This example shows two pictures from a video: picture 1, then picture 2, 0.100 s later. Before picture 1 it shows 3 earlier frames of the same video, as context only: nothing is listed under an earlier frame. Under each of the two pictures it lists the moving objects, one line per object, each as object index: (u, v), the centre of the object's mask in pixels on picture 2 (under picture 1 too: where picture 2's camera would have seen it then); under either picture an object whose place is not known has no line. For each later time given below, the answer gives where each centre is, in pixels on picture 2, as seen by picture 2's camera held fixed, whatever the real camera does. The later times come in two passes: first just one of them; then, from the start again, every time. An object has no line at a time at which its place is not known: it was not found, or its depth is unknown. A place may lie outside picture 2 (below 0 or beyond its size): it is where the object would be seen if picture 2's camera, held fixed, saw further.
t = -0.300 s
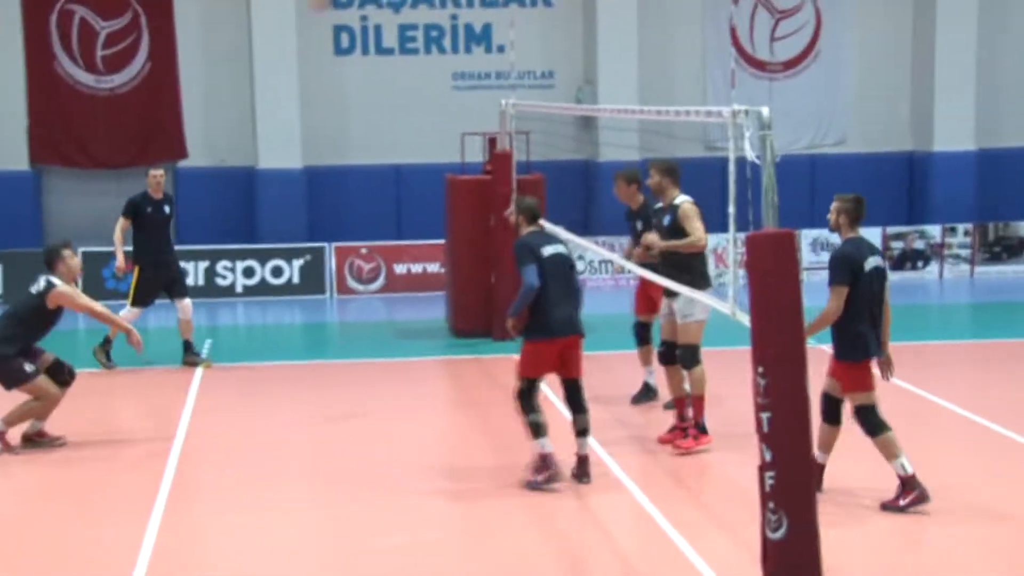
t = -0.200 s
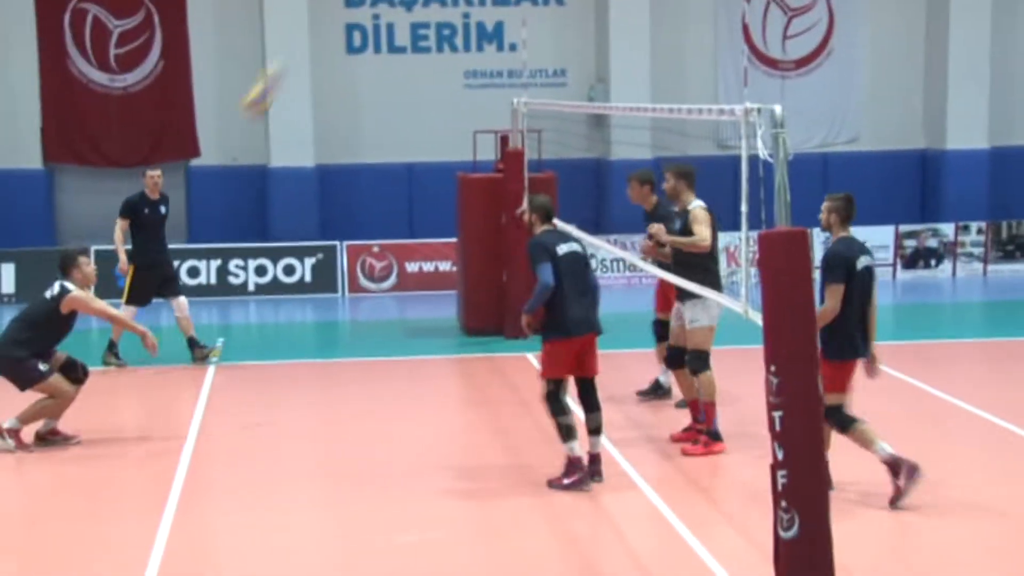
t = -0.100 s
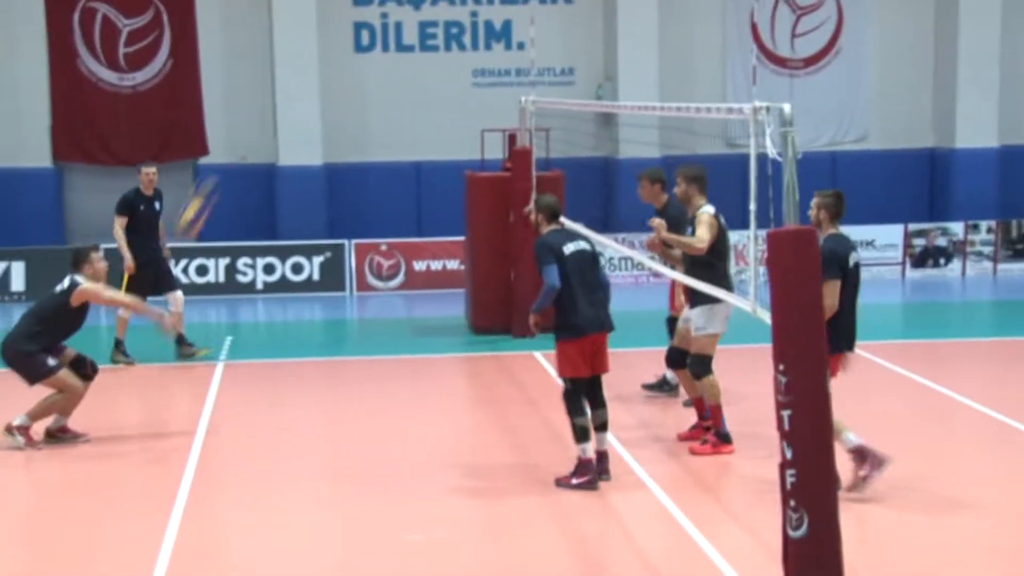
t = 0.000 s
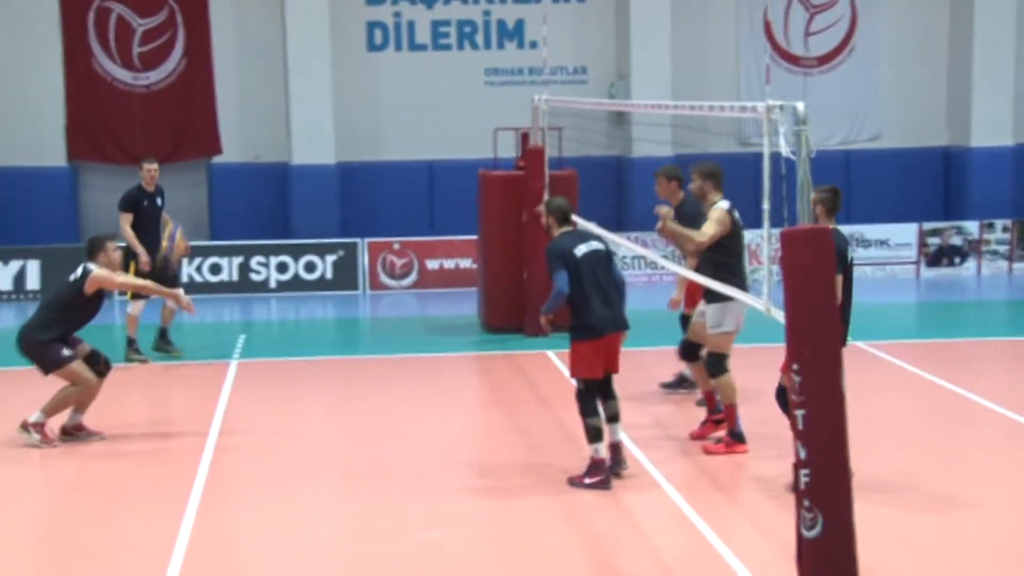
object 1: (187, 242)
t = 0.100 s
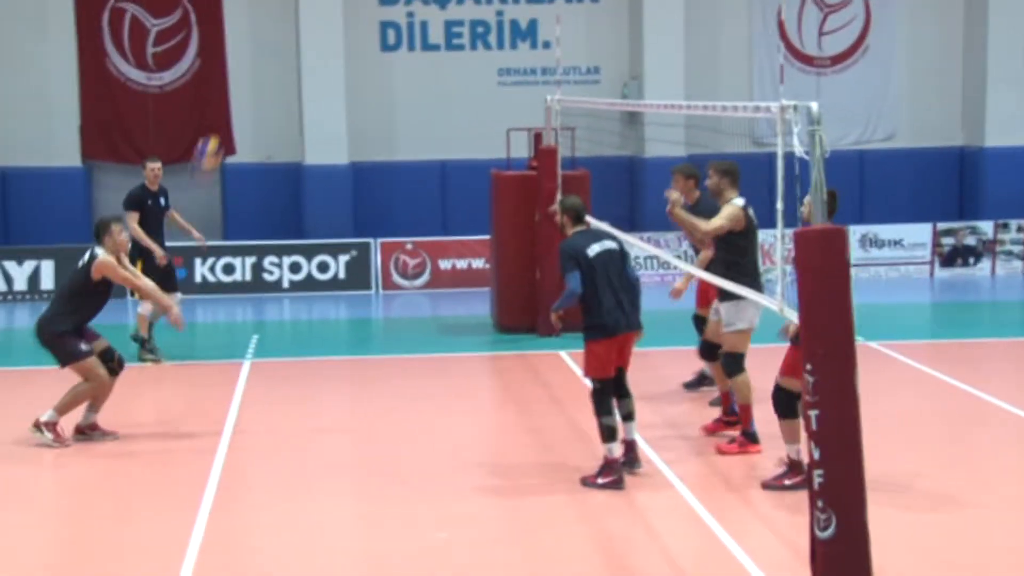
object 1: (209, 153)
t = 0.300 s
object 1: (246, 18)
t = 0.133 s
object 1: (214, 129)
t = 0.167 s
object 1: (218, 108)
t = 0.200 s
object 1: (227, 78)
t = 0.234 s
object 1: (232, 58)
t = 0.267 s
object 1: (239, 38)
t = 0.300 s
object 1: (246, 18)
